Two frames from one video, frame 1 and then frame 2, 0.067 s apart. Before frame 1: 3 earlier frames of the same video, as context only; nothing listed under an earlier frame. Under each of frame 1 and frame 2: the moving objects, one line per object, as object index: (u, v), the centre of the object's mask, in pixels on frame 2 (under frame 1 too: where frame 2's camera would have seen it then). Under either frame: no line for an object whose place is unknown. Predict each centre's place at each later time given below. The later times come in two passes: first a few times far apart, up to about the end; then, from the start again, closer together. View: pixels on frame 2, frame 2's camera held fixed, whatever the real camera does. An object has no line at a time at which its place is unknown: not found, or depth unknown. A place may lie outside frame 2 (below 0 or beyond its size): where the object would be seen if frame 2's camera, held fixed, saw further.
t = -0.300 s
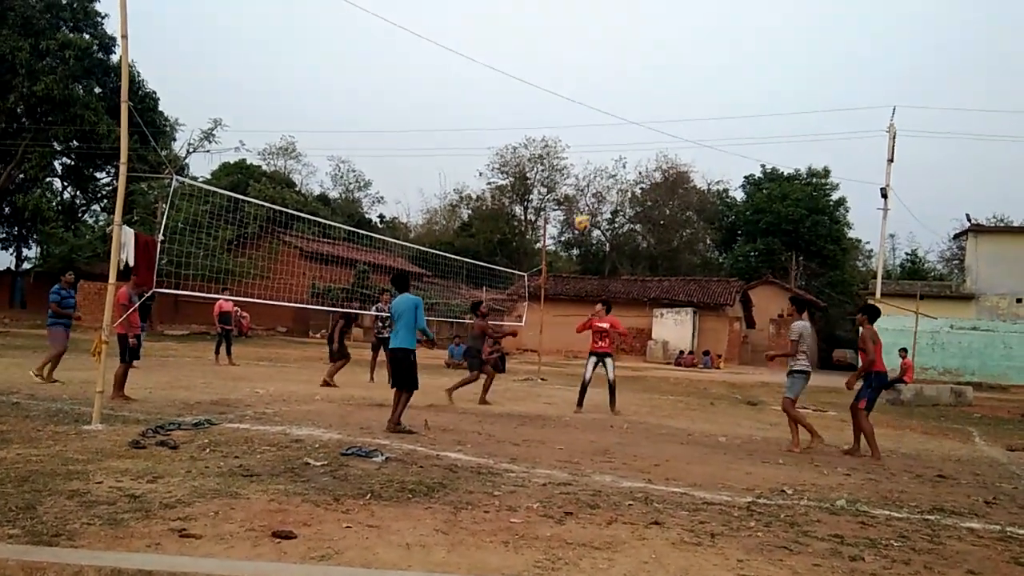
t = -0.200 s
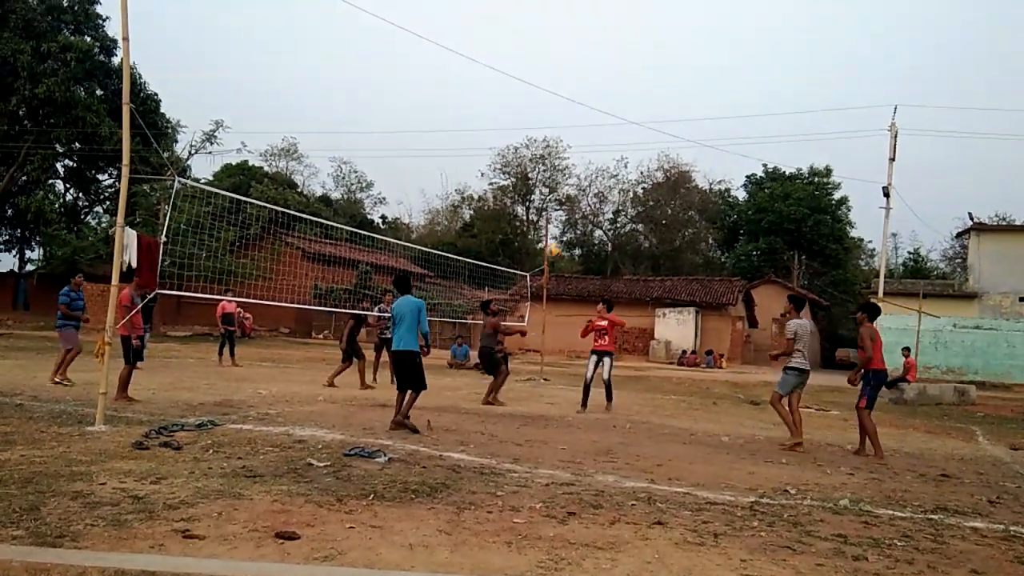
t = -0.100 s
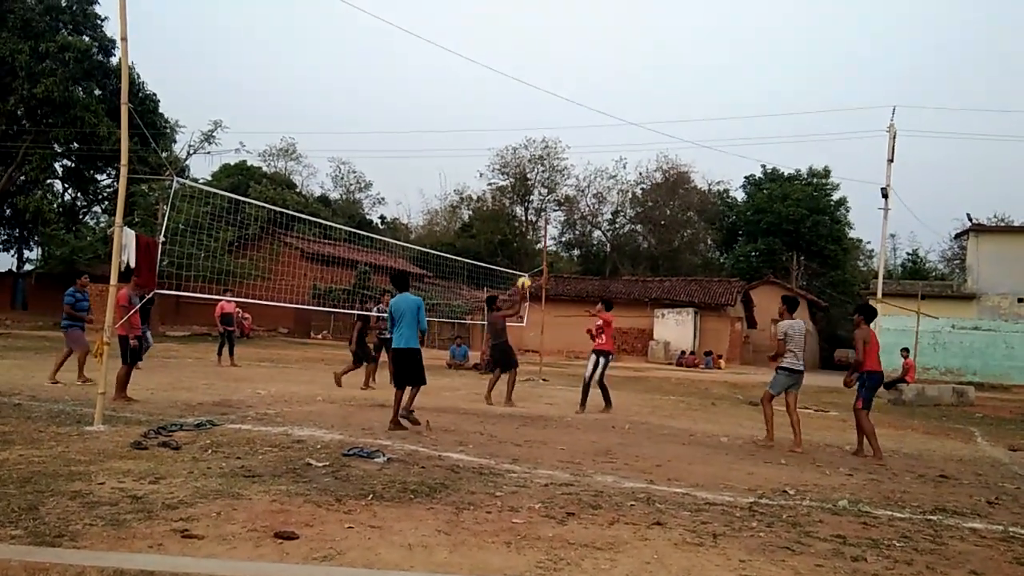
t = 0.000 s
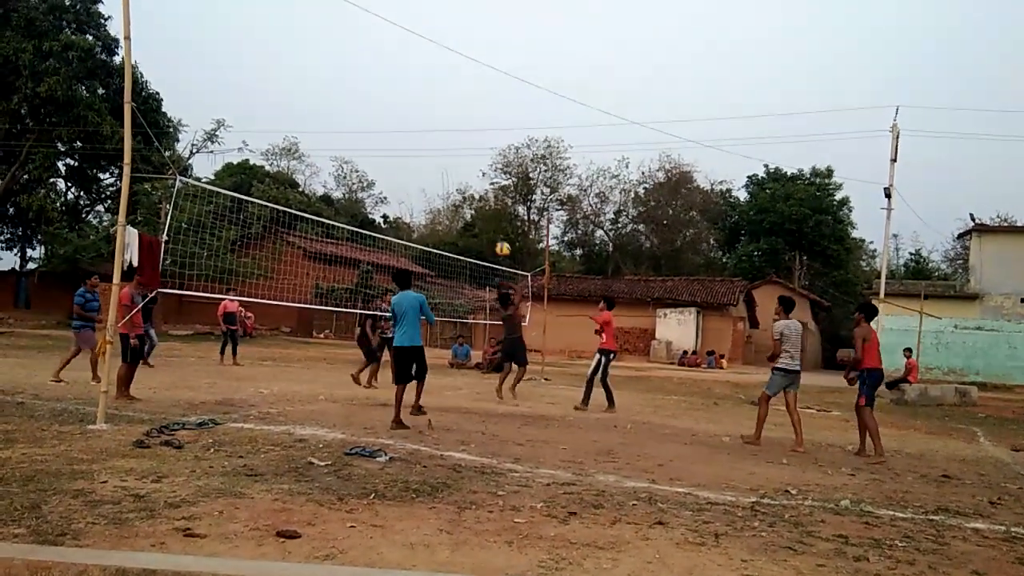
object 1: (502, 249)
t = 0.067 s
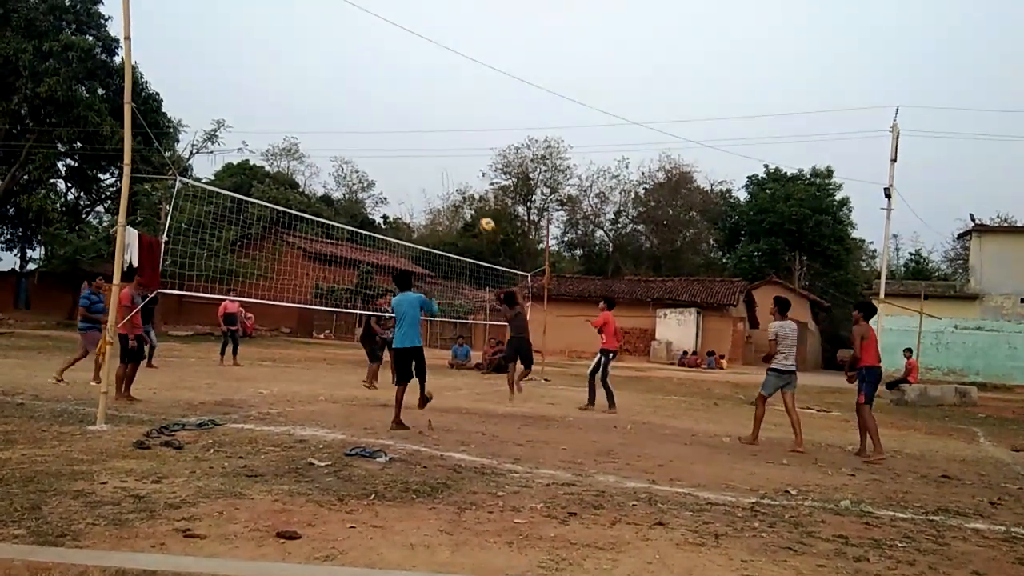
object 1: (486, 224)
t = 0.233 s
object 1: (444, 175)
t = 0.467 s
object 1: (375, 133)
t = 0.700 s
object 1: (292, 134)
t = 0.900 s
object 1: (208, 175)
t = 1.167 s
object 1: (73, 225)
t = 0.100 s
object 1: (479, 213)
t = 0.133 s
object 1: (469, 203)
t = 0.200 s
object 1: (453, 184)
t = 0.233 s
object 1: (444, 175)
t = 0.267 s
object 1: (434, 167)
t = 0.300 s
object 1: (425, 160)
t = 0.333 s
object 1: (416, 153)
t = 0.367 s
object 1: (405, 147)
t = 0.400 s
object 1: (394, 142)
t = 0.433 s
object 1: (385, 137)
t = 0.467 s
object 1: (375, 133)
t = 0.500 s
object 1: (364, 131)
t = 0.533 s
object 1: (353, 129)
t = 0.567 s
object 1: (342, 128)
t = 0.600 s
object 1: (330, 128)
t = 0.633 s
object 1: (318, 129)
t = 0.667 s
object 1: (305, 130)
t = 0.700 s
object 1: (292, 134)
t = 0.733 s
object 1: (279, 137)
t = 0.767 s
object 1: (267, 142)
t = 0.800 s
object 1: (252, 149)
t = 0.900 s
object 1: (208, 175)
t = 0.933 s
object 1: (192, 183)
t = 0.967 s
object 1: (174, 185)
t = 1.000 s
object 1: (161, 188)
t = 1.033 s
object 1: (144, 194)
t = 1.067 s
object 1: (134, 198)
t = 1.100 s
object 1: (109, 207)
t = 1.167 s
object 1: (73, 225)
